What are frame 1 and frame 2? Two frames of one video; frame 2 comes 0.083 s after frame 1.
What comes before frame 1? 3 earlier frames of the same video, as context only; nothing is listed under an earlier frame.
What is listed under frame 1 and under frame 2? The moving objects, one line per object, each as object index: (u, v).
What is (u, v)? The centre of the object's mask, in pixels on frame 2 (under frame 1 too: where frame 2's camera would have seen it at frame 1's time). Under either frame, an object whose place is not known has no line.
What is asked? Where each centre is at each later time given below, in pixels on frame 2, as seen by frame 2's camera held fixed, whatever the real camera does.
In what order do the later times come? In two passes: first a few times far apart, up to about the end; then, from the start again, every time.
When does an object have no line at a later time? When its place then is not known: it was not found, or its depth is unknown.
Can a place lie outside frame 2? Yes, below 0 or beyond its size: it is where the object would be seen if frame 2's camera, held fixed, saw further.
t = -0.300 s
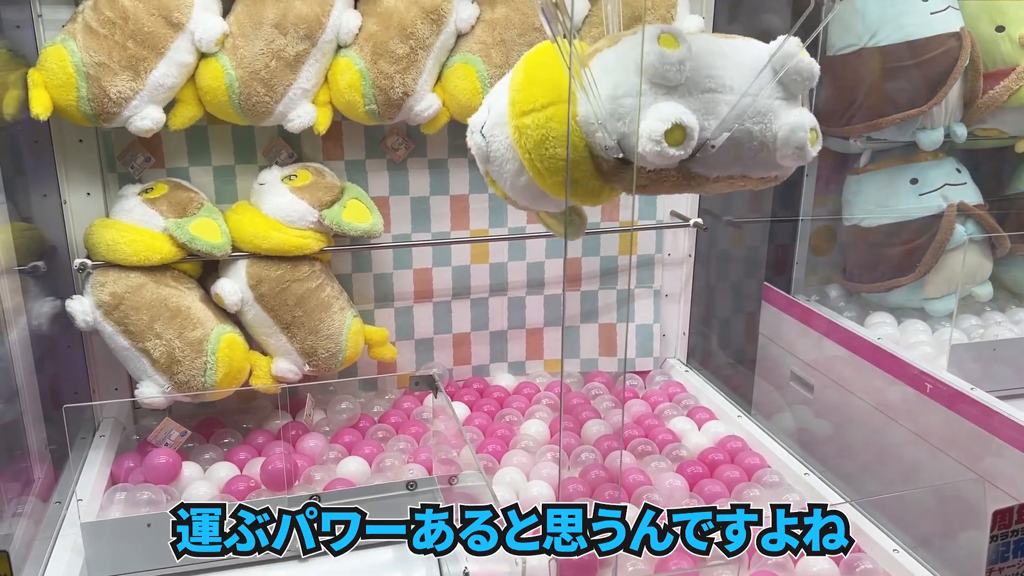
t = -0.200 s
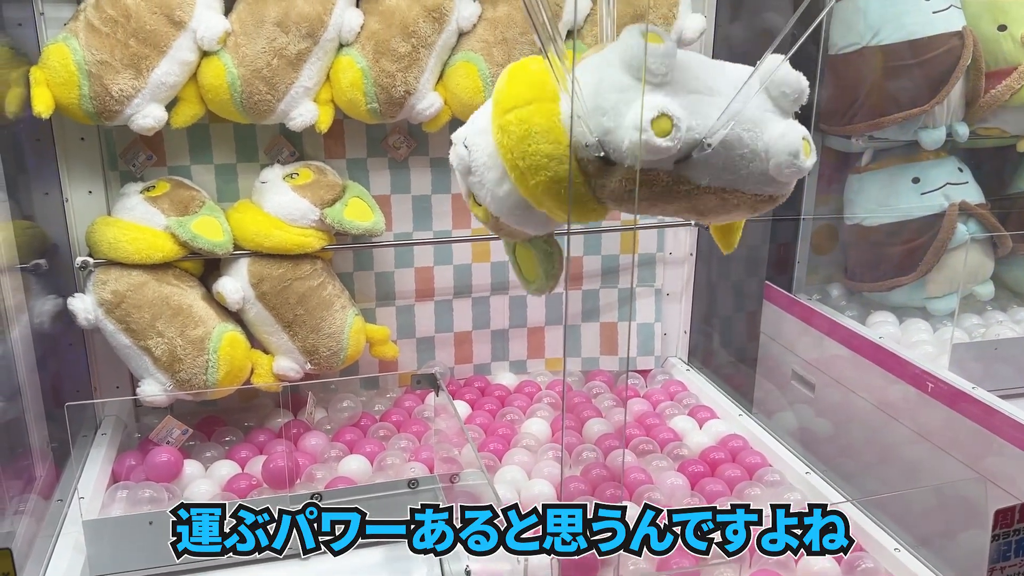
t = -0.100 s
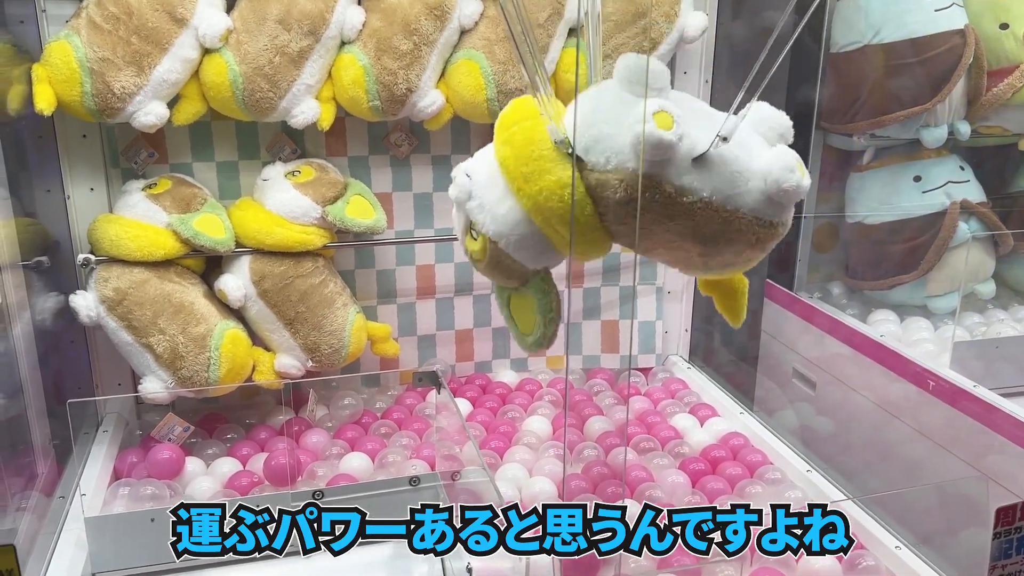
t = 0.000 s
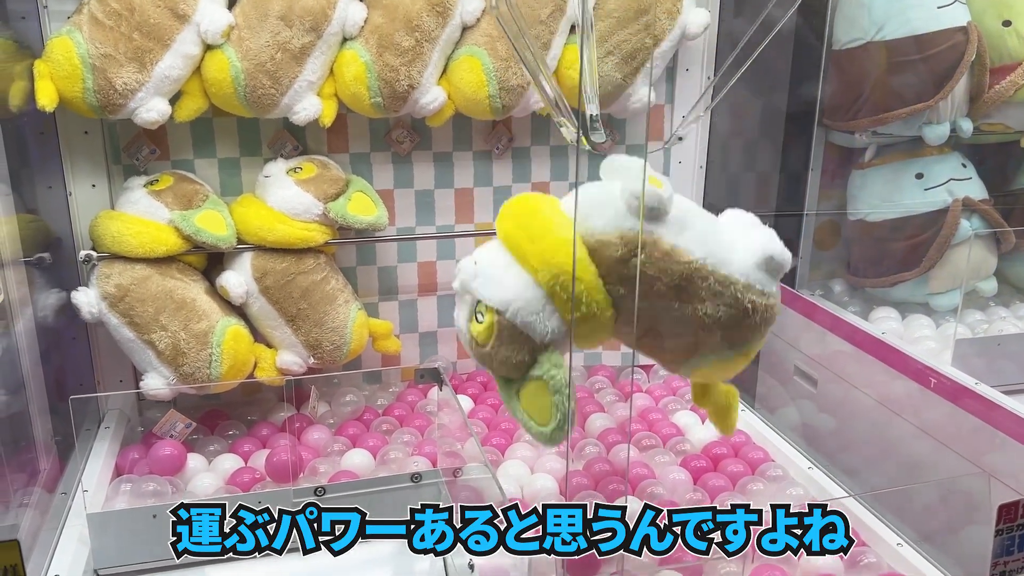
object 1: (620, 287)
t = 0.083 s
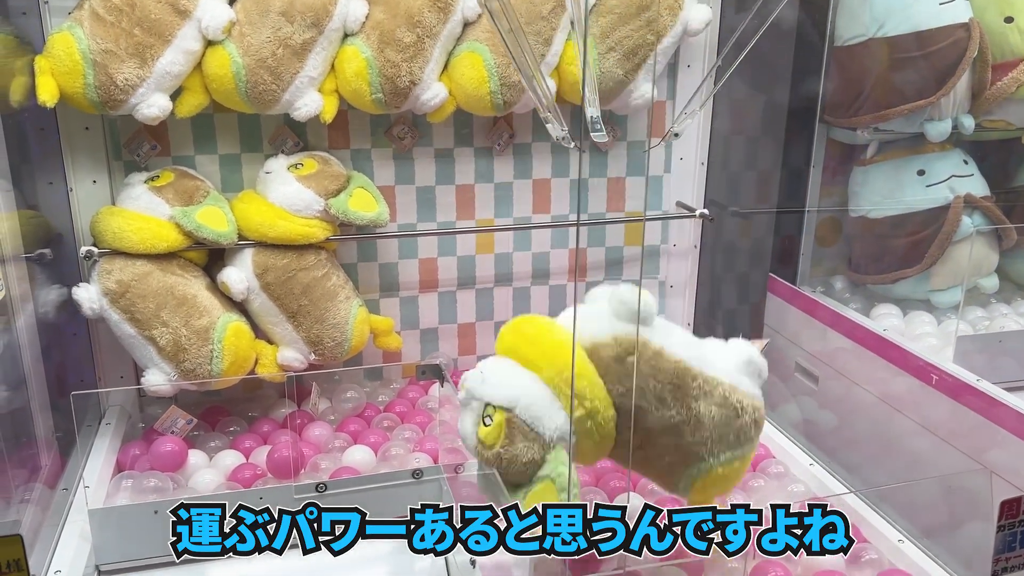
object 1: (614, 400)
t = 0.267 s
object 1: (675, 447)
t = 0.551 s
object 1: (746, 426)
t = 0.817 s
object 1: (733, 456)
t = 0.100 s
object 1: (619, 417)
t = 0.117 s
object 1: (619, 448)
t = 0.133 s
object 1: (620, 463)
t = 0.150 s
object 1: (621, 474)
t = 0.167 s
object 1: (628, 479)
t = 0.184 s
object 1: (637, 478)
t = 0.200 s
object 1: (645, 472)
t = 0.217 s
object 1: (652, 466)
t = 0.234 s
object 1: (658, 457)
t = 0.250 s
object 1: (667, 451)
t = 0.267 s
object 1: (675, 447)
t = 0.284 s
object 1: (683, 443)
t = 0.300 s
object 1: (690, 440)
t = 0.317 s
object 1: (696, 439)
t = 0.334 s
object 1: (702, 438)
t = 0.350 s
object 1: (708, 439)
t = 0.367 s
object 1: (713, 441)
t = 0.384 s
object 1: (717, 444)
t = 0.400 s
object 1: (719, 449)
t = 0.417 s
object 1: (721, 454)
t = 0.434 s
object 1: (723, 453)
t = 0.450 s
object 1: (724, 448)
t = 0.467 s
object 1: (726, 443)
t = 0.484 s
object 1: (730, 438)
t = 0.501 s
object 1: (735, 434)
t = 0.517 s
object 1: (740, 431)
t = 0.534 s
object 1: (744, 429)
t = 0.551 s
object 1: (746, 426)
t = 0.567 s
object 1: (747, 423)
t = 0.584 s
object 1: (747, 424)
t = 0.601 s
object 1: (747, 424)
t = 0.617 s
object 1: (747, 424)
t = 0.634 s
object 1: (746, 425)
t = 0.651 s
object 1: (745, 426)
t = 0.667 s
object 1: (744, 428)
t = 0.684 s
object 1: (743, 430)
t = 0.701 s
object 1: (742, 433)
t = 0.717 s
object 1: (741, 437)
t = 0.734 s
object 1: (739, 441)
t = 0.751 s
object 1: (738, 446)
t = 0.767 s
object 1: (736, 450)
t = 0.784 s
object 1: (735, 453)
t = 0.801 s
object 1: (734, 454)
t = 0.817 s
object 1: (733, 456)
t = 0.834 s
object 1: (733, 457)
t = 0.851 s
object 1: (733, 459)
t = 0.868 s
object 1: (733, 460)
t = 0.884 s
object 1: (733, 462)
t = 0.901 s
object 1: (733, 463)
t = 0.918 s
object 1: (734, 465)
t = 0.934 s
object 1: (735, 467)
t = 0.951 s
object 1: (735, 468)
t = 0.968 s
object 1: (736, 470)
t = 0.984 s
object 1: (736, 471)
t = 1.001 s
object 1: (736, 473)
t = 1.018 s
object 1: (736, 474)
